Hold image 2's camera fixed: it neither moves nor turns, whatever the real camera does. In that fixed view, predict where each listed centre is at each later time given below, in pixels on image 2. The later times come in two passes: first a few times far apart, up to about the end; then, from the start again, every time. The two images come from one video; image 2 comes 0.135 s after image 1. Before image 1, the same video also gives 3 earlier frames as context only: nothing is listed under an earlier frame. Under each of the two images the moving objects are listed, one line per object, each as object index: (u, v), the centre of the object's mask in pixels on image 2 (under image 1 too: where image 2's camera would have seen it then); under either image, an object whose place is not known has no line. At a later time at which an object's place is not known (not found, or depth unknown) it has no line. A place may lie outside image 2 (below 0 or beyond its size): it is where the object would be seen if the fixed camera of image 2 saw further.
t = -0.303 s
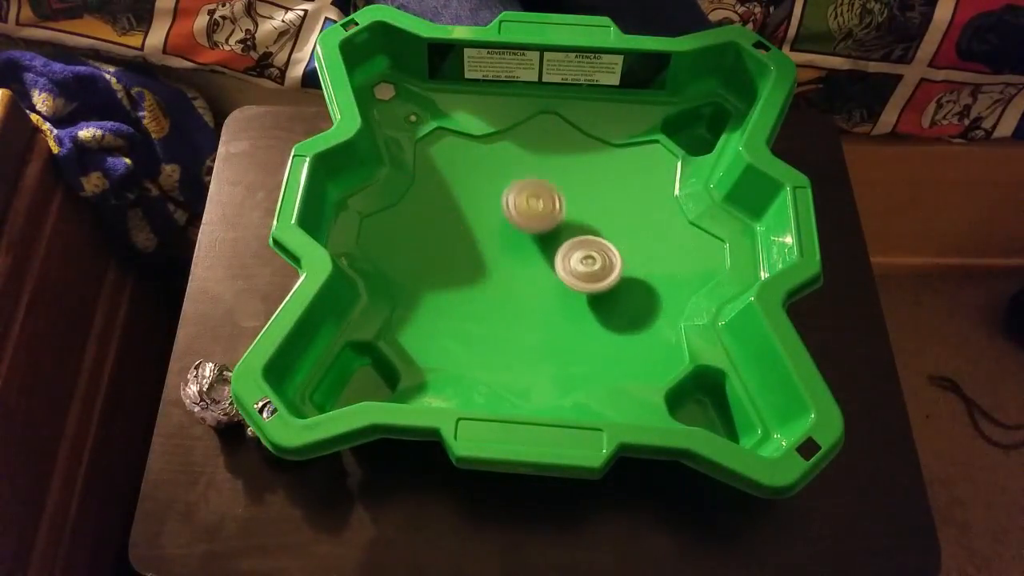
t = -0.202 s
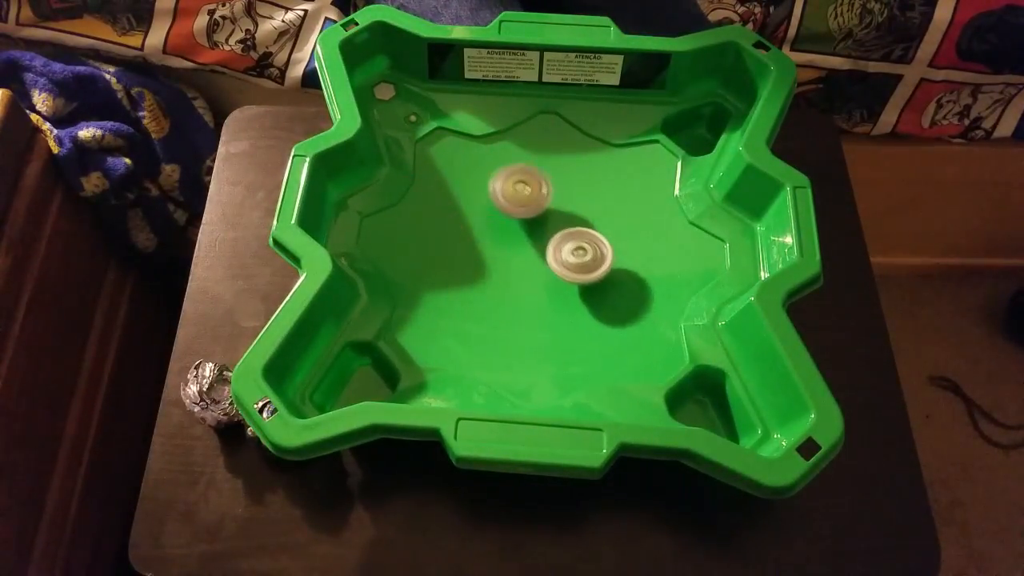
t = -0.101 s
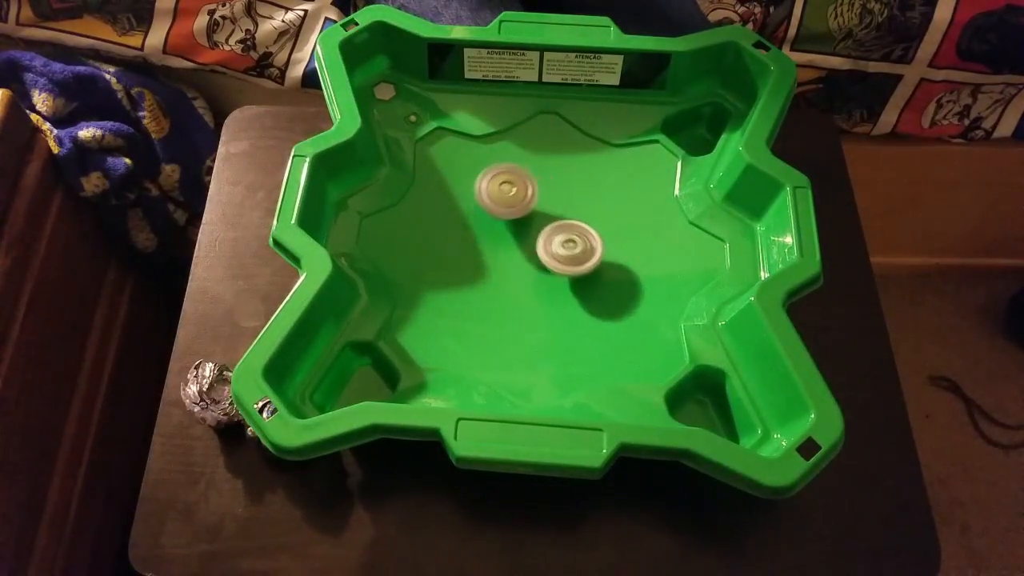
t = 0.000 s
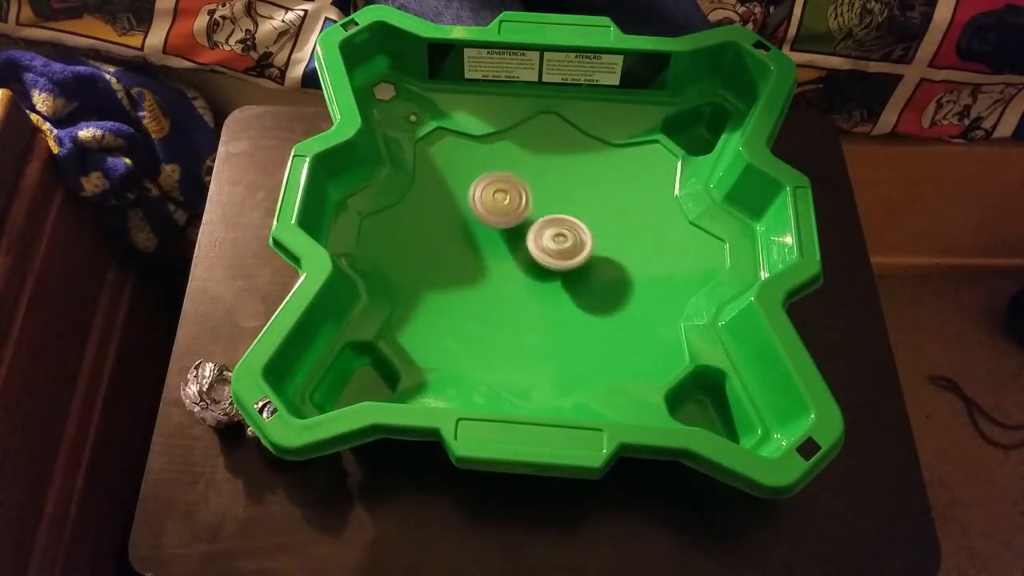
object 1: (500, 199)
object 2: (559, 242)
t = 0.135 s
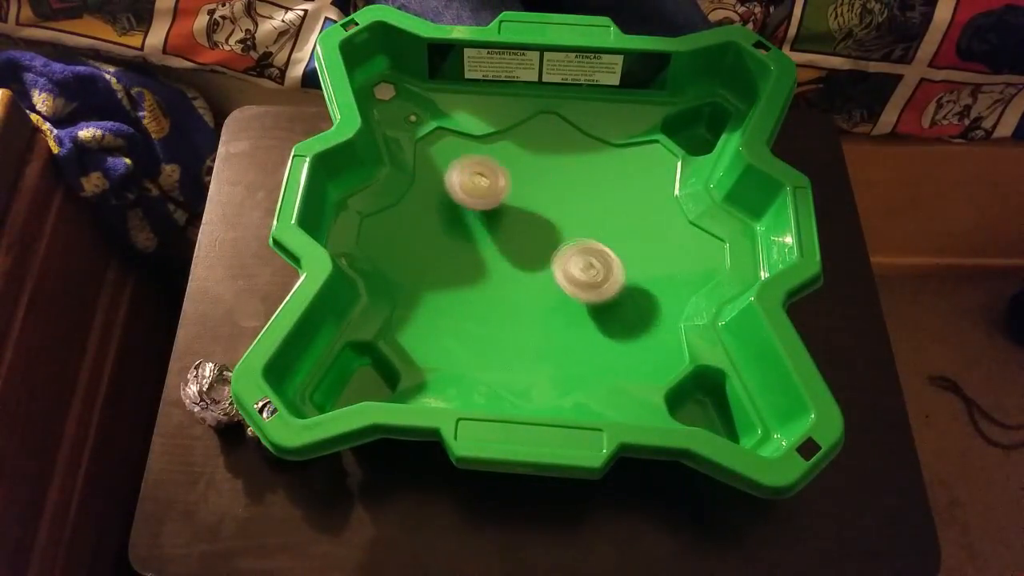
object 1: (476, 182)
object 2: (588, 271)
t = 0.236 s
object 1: (460, 187)
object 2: (606, 288)
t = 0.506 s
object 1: (497, 230)
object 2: (601, 269)
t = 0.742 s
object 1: (547, 208)
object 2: (594, 257)
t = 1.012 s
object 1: (547, 195)
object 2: (580, 247)
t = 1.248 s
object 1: (533, 172)
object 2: (569, 271)
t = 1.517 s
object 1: (498, 182)
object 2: (566, 291)
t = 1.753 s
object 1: (522, 228)
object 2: (556, 280)
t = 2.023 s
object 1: (560, 217)
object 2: (546, 282)
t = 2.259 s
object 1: (570, 206)
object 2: (534, 266)
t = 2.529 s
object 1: (573, 203)
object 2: (521, 253)
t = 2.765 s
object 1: (575, 202)
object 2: (515, 241)
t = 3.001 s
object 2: (517, 235)
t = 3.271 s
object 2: (515, 234)
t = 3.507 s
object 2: (521, 233)
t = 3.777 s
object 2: (524, 232)
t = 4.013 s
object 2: (529, 231)
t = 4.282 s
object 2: (511, 214)
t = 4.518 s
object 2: (511, 215)
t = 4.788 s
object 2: (521, 163)
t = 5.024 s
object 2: (523, 168)
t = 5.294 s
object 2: (535, 194)
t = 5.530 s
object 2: (578, 197)
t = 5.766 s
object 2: (571, 218)
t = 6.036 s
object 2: (565, 243)
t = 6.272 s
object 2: (551, 250)
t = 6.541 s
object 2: (534, 248)
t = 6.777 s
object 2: (525, 262)
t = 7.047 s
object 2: (532, 269)
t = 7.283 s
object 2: (545, 262)
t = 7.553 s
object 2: (543, 269)
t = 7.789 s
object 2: (491, 275)
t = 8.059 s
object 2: (485, 267)
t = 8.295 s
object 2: (486, 243)
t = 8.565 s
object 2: (506, 227)
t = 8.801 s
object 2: (534, 212)
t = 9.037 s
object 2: (544, 231)
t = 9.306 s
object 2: (544, 234)
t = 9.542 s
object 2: (545, 226)
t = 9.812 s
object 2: (562, 216)
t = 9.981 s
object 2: (569, 216)
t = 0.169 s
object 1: (471, 181)
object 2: (597, 279)
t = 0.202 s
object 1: (465, 183)
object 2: (603, 285)
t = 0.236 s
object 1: (460, 187)
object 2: (606, 288)
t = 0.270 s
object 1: (457, 194)
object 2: (606, 288)
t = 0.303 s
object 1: (457, 201)
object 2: (606, 287)
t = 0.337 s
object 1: (459, 208)
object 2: (606, 284)
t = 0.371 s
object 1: (464, 215)
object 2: (605, 281)
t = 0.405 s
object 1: (470, 221)
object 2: (605, 278)
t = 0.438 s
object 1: (479, 226)
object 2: (604, 275)
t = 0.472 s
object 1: (488, 229)
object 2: (602, 272)
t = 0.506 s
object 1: (497, 230)
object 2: (601, 269)
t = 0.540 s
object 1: (508, 229)
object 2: (600, 267)
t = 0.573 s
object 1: (517, 228)
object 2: (599, 264)
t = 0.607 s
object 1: (526, 226)
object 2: (598, 262)
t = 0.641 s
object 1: (534, 224)
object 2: (597, 260)
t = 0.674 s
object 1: (540, 220)
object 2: (595, 258)
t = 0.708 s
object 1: (544, 215)
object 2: (594, 257)
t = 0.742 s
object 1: (547, 208)
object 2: (594, 257)
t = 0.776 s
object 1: (549, 202)
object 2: (593, 256)
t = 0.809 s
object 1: (550, 198)
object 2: (591, 255)
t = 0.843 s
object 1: (550, 196)
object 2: (590, 253)
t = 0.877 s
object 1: (550, 195)
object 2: (588, 251)
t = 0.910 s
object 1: (550, 195)
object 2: (586, 250)
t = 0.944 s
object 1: (549, 195)
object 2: (584, 248)
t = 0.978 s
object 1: (548, 196)
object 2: (582, 247)
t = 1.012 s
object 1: (547, 195)
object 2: (580, 247)
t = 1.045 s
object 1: (546, 193)
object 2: (578, 249)
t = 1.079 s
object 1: (544, 192)
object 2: (576, 248)
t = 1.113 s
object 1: (543, 191)
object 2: (573, 248)
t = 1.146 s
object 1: (542, 191)
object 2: (571, 247)
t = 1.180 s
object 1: (541, 192)
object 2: (568, 247)
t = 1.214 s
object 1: (537, 183)
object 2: (568, 257)
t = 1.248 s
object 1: (533, 172)
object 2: (569, 271)
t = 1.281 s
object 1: (528, 166)
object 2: (569, 283)
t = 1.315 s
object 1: (523, 163)
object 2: (568, 290)
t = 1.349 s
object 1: (517, 163)
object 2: (568, 293)
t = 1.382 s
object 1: (512, 164)
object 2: (568, 294)
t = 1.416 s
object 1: (507, 167)
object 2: (567, 294)
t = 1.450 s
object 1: (503, 171)
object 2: (567, 293)
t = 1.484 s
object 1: (500, 177)
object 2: (567, 292)
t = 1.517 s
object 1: (498, 182)
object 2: (566, 291)
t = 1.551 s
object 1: (498, 189)
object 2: (565, 289)
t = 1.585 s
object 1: (498, 196)
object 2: (564, 288)
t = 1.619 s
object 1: (501, 203)
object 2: (563, 286)
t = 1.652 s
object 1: (504, 210)
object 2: (561, 285)
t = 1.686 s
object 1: (509, 217)
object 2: (560, 283)
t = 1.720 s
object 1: (515, 223)
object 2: (558, 281)
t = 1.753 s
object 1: (522, 228)
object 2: (556, 280)
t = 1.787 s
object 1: (527, 227)
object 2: (557, 285)
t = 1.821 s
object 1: (532, 225)
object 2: (556, 287)
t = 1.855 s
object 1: (537, 225)
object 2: (555, 287)
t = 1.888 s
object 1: (542, 225)
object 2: (554, 285)
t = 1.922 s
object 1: (547, 226)
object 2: (552, 283)
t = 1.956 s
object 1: (552, 223)
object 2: (550, 283)
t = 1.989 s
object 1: (556, 220)
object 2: (548, 283)
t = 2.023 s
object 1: (560, 217)
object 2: (546, 282)
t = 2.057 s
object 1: (563, 214)
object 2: (544, 280)
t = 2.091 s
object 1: (566, 212)
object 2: (543, 278)
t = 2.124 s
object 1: (568, 211)
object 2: (541, 276)
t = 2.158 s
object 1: (569, 209)
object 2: (539, 273)
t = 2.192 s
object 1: (570, 207)
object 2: (537, 271)
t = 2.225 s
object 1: (570, 206)
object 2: (536, 269)
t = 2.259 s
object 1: (570, 206)
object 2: (534, 266)
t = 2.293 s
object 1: (569, 205)
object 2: (533, 264)
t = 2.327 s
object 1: (569, 205)
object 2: (532, 261)
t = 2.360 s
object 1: (567, 206)
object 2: (531, 258)
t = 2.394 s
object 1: (566, 206)
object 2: (530, 256)
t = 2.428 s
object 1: (567, 207)
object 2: (529, 254)
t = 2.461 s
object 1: (569, 205)
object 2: (525, 255)
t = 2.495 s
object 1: (572, 204)
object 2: (522, 254)
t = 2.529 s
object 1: (573, 203)
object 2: (521, 253)
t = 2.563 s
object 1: (574, 202)
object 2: (520, 251)
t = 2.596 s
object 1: (574, 202)
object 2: (520, 248)
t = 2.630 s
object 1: (573, 202)
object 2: (520, 246)
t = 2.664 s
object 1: (572, 202)
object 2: (520, 244)
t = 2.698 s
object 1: (571, 203)
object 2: (520, 242)
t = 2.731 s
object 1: (571, 204)
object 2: (519, 241)
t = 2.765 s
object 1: (575, 202)
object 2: (515, 241)
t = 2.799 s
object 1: (578, 201)
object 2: (513, 241)
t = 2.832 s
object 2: (512, 240)
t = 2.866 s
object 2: (512, 239)
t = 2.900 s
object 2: (513, 238)
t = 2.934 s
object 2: (514, 237)
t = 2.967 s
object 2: (516, 236)
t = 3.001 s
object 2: (517, 235)
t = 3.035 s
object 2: (519, 234)
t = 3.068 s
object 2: (516, 234)
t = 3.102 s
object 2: (512, 234)
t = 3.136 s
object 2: (511, 234)
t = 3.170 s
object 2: (512, 234)
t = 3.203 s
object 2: (513, 234)
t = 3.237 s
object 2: (514, 234)
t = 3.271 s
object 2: (515, 234)
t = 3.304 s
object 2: (517, 233)
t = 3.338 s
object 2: (519, 233)
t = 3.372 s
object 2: (521, 233)
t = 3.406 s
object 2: (523, 233)
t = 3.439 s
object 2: (523, 233)
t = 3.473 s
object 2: (521, 233)
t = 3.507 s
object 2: (521, 233)
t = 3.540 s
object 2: (522, 233)
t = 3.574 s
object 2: (523, 233)
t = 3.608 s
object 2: (524, 233)
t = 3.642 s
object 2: (526, 233)
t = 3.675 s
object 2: (526, 233)
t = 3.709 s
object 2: (524, 232)
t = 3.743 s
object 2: (524, 232)
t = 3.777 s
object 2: (524, 232)
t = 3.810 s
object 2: (525, 232)
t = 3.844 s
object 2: (526, 232)
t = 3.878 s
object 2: (528, 233)
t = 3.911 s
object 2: (529, 234)
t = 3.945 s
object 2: (531, 234)
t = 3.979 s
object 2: (532, 235)
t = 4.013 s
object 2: (529, 231)
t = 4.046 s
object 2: (522, 223)
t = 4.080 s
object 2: (518, 218)
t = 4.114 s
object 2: (516, 216)
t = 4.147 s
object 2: (514, 215)
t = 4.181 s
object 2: (513, 214)
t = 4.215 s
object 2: (512, 214)
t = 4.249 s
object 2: (512, 214)
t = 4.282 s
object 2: (511, 214)
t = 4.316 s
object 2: (511, 214)
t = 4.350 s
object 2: (510, 214)
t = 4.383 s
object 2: (510, 214)
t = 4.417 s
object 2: (510, 215)
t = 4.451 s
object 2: (511, 215)
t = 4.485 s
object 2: (511, 215)
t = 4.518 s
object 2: (511, 215)
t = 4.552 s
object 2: (512, 216)
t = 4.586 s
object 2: (513, 216)
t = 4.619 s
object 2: (515, 217)
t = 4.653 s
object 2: (516, 214)
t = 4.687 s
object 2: (518, 197)
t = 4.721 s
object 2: (519, 182)
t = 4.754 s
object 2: (520, 170)
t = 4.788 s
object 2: (521, 163)
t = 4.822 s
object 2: (522, 161)
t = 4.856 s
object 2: (522, 160)
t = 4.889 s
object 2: (523, 161)
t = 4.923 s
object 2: (522, 162)
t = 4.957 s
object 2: (523, 163)
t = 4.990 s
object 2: (523, 166)
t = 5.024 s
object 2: (523, 168)
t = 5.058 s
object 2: (524, 171)
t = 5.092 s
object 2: (525, 175)
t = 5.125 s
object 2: (526, 178)
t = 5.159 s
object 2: (528, 181)
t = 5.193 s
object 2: (530, 184)
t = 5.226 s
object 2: (531, 187)
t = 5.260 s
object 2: (533, 191)
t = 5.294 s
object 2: (535, 194)
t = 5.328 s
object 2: (536, 197)
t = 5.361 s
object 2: (538, 199)
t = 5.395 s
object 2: (550, 195)
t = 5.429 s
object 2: (562, 193)
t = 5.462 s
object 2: (570, 193)
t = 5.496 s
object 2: (575, 194)
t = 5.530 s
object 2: (578, 197)
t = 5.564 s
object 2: (578, 200)
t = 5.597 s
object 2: (577, 203)
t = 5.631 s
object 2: (577, 206)
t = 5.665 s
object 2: (575, 209)
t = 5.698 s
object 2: (574, 212)
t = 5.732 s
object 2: (573, 215)
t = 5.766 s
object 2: (571, 218)
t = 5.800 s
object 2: (569, 221)
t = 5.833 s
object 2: (566, 224)
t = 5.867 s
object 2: (563, 227)
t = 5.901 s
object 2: (560, 230)
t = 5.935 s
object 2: (557, 233)
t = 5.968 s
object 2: (555, 235)
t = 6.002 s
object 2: (559, 239)
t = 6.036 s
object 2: (565, 243)
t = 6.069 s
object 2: (568, 246)
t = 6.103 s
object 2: (567, 247)
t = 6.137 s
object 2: (565, 248)
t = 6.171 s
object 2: (562, 249)
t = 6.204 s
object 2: (558, 250)
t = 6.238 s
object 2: (554, 250)
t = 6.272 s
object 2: (551, 250)
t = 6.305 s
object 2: (547, 249)
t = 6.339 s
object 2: (544, 248)
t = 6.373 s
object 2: (541, 247)
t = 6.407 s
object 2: (538, 247)
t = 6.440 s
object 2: (539, 249)
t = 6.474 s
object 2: (537, 250)
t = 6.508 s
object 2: (535, 249)
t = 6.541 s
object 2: (534, 248)
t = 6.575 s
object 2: (532, 247)
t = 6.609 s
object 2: (531, 245)
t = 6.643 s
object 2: (529, 243)
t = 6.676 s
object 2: (528, 241)
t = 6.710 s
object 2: (527, 242)
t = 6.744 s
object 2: (525, 252)
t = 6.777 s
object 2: (525, 262)
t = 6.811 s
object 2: (525, 268)
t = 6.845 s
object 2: (525, 272)
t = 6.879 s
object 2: (525, 273)
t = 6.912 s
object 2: (526, 273)
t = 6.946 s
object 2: (527, 272)
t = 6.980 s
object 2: (529, 271)
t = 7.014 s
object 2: (531, 270)
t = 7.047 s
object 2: (532, 269)
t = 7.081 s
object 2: (534, 268)
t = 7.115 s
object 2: (536, 267)
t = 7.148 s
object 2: (538, 266)
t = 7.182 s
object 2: (539, 265)
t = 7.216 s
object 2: (541, 264)
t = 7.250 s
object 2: (543, 263)
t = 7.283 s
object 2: (545, 262)
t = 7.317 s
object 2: (547, 262)
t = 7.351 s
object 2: (549, 261)
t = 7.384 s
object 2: (550, 260)
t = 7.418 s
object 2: (550, 261)
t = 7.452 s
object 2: (548, 265)
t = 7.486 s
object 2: (547, 266)
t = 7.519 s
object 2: (546, 266)
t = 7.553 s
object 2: (543, 269)
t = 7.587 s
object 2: (542, 269)
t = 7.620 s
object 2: (541, 269)
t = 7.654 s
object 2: (532, 271)
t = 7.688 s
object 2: (518, 273)
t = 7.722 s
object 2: (506, 275)
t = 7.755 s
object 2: (497, 275)
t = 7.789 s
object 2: (491, 275)
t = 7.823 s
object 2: (488, 275)
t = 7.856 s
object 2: (487, 274)
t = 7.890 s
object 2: (486, 274)
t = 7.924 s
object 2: (485, 273)
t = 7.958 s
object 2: (485, 272)
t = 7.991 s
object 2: (484, 271)
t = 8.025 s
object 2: (484, 269)
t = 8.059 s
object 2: (485, 267)
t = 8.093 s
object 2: (485, 265)
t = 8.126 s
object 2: (486, 262)
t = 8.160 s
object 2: (488, 260)
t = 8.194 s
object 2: (490, 257)
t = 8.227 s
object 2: (492, 254)
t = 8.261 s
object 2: (489, 249)
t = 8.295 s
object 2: (486, 243)
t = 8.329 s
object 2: (486, 238)
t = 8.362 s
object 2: (488, 235)
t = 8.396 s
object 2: (490, 233)
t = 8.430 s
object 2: (493, 231)
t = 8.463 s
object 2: (496, 230)
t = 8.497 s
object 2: (499, 229)
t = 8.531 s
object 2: (503, 228)
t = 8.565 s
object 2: (506, 227)
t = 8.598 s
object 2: (509, 225)
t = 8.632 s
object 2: (514, 221)
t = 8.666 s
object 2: (518, 214)
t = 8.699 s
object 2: (523, 210)
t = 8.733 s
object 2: (527, 209)
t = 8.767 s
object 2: (531, 210)
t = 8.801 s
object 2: (534, 212)
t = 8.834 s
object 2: (536, 215)
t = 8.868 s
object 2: (538, 218)
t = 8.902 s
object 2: (540, 221)
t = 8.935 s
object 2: (541, 224)
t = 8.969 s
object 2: (542, 227)
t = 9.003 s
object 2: (542, 230)
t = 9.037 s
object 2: (544, 231)
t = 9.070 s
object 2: (546, 230)
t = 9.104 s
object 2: (547, 230)
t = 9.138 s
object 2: (547, 231)
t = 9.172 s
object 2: (546, 233)
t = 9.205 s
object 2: (547, 233)
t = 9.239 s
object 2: (547, 233)
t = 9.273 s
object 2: (545, 234)
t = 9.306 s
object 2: (544, 234)
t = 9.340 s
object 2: (545, 233)
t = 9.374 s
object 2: (545, 232)
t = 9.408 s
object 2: (544, 232)
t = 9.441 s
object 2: (543, 231)
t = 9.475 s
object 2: (540, 231)
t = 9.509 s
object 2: (540, 230)
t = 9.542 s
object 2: (545, 226)
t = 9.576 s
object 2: (550, 224)
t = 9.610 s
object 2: (553, 223)
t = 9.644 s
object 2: (554, 222)
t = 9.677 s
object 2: (554, 221)
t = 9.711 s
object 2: (554, 220)
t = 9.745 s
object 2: (554, 218)
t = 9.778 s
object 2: (556, 217)
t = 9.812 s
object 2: (562, 216)
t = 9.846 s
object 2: (564, 216)
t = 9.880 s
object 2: (566, 215)
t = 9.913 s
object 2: (566, 215)
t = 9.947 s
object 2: (568, 216)
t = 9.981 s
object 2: (569, 216)
